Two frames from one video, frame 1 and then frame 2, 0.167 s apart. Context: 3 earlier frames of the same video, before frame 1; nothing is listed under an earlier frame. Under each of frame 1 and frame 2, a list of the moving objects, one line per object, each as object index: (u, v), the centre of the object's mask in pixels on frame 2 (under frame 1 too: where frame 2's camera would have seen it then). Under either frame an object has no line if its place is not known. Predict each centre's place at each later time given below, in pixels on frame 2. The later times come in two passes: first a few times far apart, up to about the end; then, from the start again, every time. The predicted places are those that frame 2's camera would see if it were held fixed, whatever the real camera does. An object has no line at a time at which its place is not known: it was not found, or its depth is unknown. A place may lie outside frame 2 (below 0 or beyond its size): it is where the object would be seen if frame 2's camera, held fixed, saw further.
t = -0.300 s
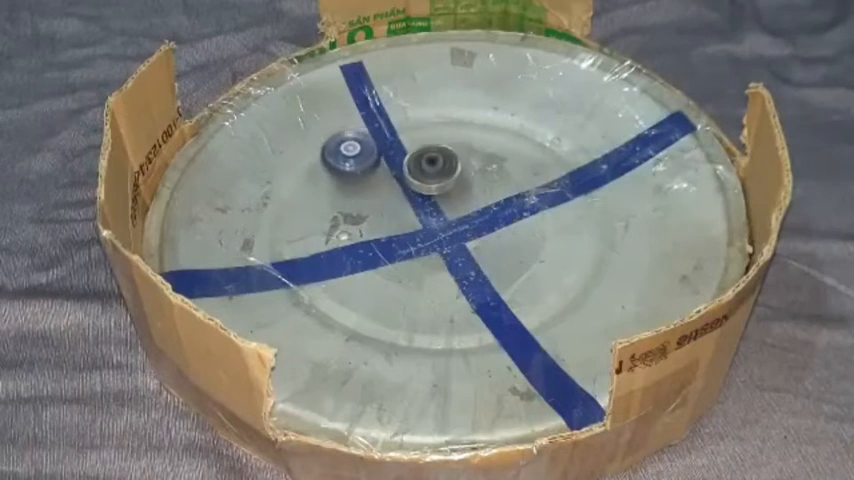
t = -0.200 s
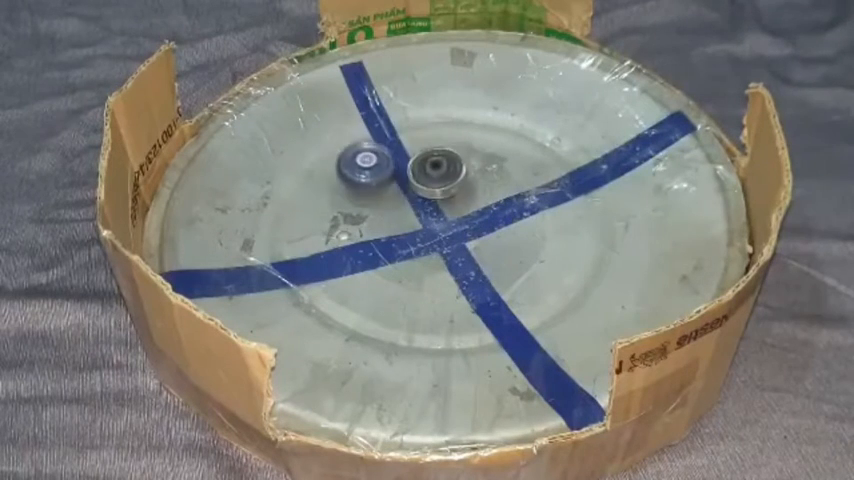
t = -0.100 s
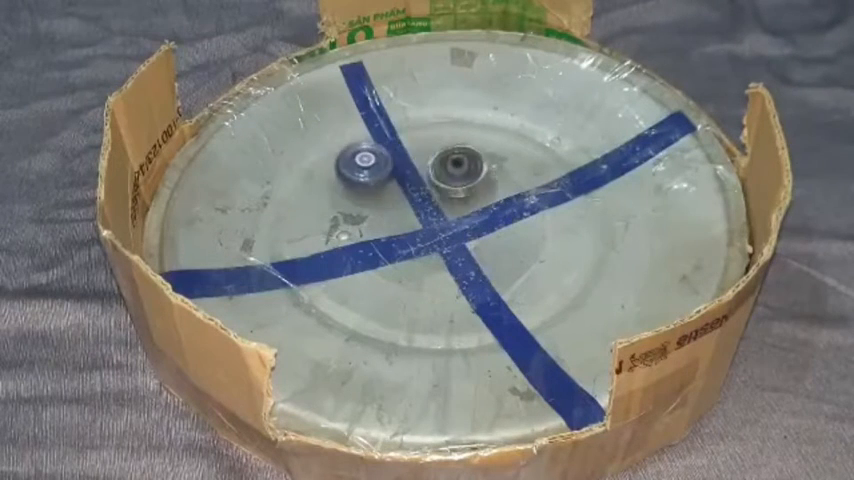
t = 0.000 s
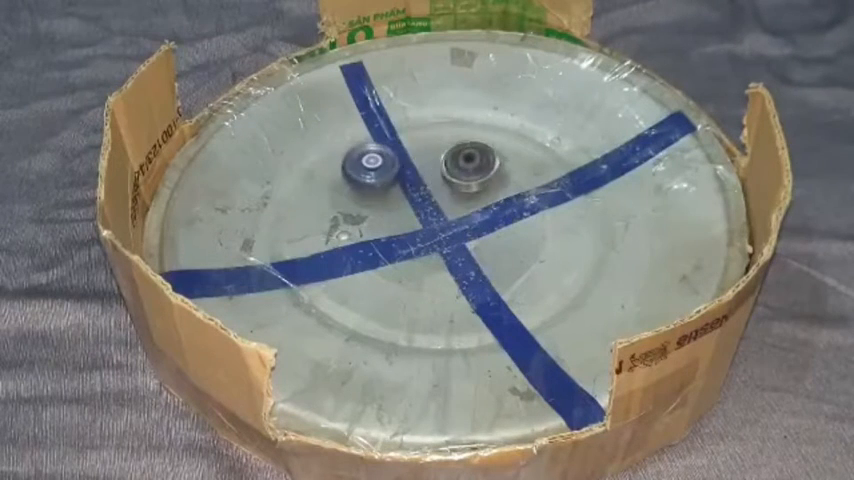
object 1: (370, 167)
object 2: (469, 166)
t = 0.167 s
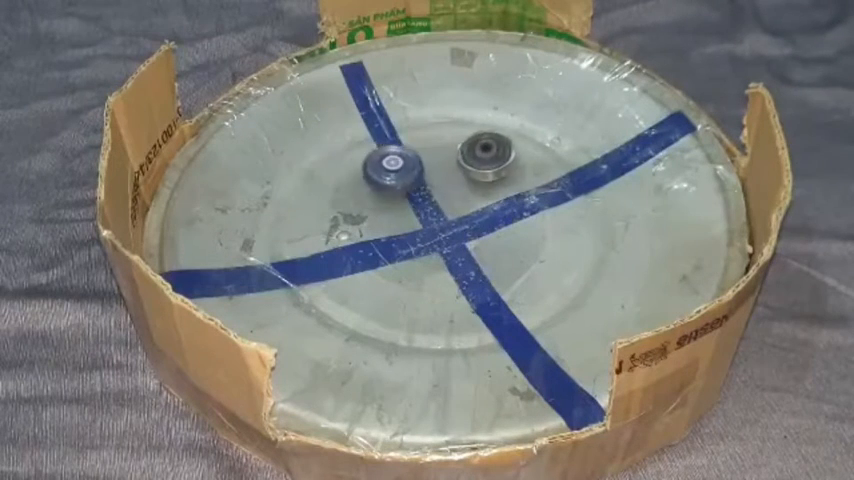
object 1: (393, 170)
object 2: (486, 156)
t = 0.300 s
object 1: (406, 166)
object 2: (502, 150)
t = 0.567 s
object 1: (416, 154)
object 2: (477, 134)
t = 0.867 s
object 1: (389, 174)
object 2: (433, 138)
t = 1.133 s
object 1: (421, 199)
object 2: (414, 151)
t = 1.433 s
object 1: (455, 240)
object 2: (386, 140)
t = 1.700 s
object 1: (454, 218)
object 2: (363, 152)
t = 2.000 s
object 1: (432, 197)
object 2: (364, 165)
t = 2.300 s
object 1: (461, 191)
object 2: (335, 157)
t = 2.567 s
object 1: (428, 172)
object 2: (348, 167)
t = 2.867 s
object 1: (442, 189)
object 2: (354, 156)
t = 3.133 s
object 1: (449, 194)
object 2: (368, 154)
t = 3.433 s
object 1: (444, 182)
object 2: (386, 137)
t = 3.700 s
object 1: (441, 190)
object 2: (397, 140)
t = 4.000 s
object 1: (433, 199)
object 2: (434, 140)
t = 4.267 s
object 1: (429, 193)
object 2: (463, 132)
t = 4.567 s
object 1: (418, 180)
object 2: (448, 136)
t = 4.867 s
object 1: (390, 169)
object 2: (456, 150)
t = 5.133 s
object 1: (374, 158)
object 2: (455, 152)
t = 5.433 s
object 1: (347, 158)
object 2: (444, 145)
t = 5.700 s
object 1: (336, 171)
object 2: (424, 149)
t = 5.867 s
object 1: (347, 175)
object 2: (422, 155)
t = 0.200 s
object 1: (397, 169)
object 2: (491, 155)
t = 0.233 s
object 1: (400, 168)
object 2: (494, 153)
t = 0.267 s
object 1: (403, 167)
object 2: (499, 152)
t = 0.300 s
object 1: (406, 166)
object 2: (502, 150)
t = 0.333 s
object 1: (408, 165)
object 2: (504, 147)
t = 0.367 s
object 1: (410, 163)
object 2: (505, 144)
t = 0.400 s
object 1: (412, 161)
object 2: (505, 141)
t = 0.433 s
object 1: (414, 158)
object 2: (501, 139)
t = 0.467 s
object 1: (415, 156)
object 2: (496, 137)
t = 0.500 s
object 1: (415, 153)
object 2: (489, 135)
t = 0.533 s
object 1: (416, 154)
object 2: (483, 135)
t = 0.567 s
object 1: (416, 154)
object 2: (477, 134)
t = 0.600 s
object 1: (404, 158)
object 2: (480, 130)
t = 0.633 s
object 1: (394, 159)
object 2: (476, 129)
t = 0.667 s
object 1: (387, 161)
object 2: (470, 129)
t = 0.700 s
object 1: (382, 162)
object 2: (462, 129)
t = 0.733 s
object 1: (377, 164)
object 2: (455, 130)
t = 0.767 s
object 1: (375, 166)
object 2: (448, 131)
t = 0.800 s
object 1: (378, 170)
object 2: (442, 133)
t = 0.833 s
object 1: (384, 172)
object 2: (438, 135)
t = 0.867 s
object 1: (389, 174)
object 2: (433, 138)
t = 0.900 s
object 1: (393, 176)
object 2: (430, 140)
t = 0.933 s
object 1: (392, 181)
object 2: (429, 140)
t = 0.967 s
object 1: (393, 187)
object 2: (427, 142)
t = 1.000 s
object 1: (397, 190)
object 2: (424, 144)
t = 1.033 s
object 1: (403, 195)
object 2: (421, 145)
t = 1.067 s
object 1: (410, 197)
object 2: (418, 146)
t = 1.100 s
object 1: (416, 199)
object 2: (415, 149)
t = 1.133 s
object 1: (421, 199)
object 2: (414, 151)
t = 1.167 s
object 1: (427, 200)
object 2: (411, 150)
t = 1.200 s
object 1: (433, 213)
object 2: (408, 141)
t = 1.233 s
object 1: (439, 223)
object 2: (405, 138)
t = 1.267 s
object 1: (442, 227)
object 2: (403, 136)
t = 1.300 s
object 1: (444, 230)
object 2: (400, 137)
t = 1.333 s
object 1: (446, 233)
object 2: (397, 138)
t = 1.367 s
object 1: (447, 237)
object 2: (394, 139)
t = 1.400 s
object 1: (450, 239)
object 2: (389, 140)
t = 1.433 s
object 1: (455, 240)
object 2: (386, 140)
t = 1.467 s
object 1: (459, 240)
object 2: (382, 140)
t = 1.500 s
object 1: (462, 238)
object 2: (377, 141)
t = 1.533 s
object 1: (463, 235)
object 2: (373, 142)
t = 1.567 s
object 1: (461, 232)
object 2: (371, 144)
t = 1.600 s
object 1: (459, 227)
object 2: (368, 146)
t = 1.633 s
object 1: (455, 223)
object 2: (366, 148)
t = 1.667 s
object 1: (454, 221)
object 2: (363, 150)
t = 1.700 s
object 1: (454, 218)
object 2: (363, 152)
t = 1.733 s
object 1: (452, 216)
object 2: (363, 155)
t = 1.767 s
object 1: (449, 215)
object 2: (363, 156)
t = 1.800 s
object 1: (446, 212)
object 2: (364, 158)
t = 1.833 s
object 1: (443, 208)
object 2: (365, 160)
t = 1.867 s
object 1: (441, 205)
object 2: (365, 160)
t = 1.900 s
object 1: (441, 204)
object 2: (363, 160)
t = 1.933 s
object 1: (439, 202)
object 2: (361, 161)
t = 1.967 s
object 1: (436, 199)
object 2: (362, 163)
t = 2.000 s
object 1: (432, 197)
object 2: (364, 165)
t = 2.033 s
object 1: (426, 195)
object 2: (367, 166)
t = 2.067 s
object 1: (424, 195)
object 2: (369, 166)
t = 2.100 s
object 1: (438, 204)
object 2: (359, 158)
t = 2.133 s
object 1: (447, 206)
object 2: (353, 154)
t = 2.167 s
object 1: (453, 207)
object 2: (349, 152)
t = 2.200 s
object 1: (459, 204)
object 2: (345, 153)
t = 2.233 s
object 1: (462, 200)
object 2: (341, 154)
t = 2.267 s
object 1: (462, 196)
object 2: (338, 155)
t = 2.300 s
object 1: (461, 191)
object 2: (335, 157)
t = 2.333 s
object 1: (460, 181)
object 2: (333, 158)
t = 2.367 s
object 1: (457, 179)
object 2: (332, 160)
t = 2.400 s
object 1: (453, 177)
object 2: (332, 162)
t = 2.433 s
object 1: (448, 174)
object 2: (334, 162)
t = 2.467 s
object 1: (445, 174)
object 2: (336, 164)
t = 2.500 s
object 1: (439, 171)
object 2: (339, 165)
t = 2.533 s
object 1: (435, 171)
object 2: (343, 166)
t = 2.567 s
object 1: (428, 172)
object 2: (348, 167)
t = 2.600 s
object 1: (420, 175)
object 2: (353, 168)
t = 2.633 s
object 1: (423, 180)
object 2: (351, 166)
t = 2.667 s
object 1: (431, 185)
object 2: (348, 164)
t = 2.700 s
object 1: (435, 185)
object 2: (348, 163)
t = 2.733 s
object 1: (437, 187)
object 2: (349, 162)
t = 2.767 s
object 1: (440, 189)
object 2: (351, 160)
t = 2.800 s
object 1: (443, 190)
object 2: (352, 158)
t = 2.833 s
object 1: (442, 190)
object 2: (352, 157)
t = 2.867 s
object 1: (442, 189)
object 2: (354, 156)
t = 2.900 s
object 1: (442, 190)
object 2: (355, 156)
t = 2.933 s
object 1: (442, 189)
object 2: (355, 155)
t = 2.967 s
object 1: (442, 189)
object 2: (356, 154)
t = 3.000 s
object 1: (442, 189)
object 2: (358, 154)
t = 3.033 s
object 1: (441, 190)
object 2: (360, 155)
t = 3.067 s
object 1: (443, 191)
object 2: (363, 155)
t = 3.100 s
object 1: (445, 194)
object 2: (365, 155)
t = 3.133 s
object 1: (449, 194)
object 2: (368, 154)
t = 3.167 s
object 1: (451, 193)
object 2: (372, 154)
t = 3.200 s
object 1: (450, 190)
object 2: (375, 153)
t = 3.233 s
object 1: (449, 187)
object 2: (380, 153)
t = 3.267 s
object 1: (445, 181)
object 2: (383, 152)
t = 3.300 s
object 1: (442, 177)
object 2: (386, 150)
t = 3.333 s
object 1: (441, 177)
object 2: (387, 146)
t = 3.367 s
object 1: (444, 180)
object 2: (385, 140)
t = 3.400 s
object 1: (445, 181)
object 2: (385, 138)
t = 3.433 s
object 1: (444, 182)
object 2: (386, 137)
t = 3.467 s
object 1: (443, 182)
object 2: (386, 137)
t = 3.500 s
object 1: (443, 185)
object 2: (388, 136)
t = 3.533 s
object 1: (441, 186)
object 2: (389, 137)
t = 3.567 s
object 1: (442, 187)
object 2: (389, 137)
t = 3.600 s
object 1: (443, 189)
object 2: (390, 137)
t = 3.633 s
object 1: (442, 188)
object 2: (391, 138)
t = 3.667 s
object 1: (442, 188)
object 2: (394, 139)
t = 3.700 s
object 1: (441, 190)
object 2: (397, 140)
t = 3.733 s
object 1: (440, 191)
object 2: (400, 141)
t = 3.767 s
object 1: (439, 192)
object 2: (404, 141)
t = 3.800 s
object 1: (437, 193)
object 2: (408, 142)
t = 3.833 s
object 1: (435, 194)
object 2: (413, 144)
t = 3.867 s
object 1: (433, 195)
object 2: (417, 144)
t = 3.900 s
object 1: (432, 196)
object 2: (422, 143)
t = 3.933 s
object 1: (432, 196)
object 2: (426, 142)
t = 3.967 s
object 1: (432, 198)
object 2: (430, 141)
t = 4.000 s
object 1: (433, 199)
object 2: (434, 140)
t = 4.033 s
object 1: (435, 199)
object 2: (438, 139)
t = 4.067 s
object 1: (438, 200)
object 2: (443, 138)
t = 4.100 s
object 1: (439, 199)
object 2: (447, 139)
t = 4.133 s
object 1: (439, 198)
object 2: (451, 138)
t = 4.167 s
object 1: (438, 197)
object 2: (455, 137)
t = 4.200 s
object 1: (437, 195)
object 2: (459, 135)
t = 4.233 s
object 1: (434, 194)
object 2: (461, 134)
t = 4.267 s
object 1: (429, 193)
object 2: (463, 132)
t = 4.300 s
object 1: (427, 191)
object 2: (463, 131)
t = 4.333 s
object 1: (427, 190)
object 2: (461, 129)
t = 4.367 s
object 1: (425, 190)
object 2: (460, 129)
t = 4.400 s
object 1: (424, 190)
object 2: (458, 129)
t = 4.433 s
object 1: (425, 188)
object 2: (455, 130)
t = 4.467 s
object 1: (425, 186)
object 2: (452, 130)
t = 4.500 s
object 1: (423, 185)
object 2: (450, 132)
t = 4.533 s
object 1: (421, 182)
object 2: (449, 134)
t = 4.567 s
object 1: (418, 180)
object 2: (448, 136)
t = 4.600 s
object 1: (413, 178)
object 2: (449, 138)
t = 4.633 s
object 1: (410, 177)
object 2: (451, 141)
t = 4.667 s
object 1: (405, 176)
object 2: (453, 144)
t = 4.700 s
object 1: (401, 174)
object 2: (455, 145)
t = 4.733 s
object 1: (395, 172)
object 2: (456, 147)
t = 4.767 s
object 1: (392, 171)
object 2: (456, 148)
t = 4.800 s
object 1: (392, 170)
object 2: (456, 148)
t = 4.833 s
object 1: (391, 170)
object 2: (456, 149)
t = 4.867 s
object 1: (390, 169)
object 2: (456, 150)
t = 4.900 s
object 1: (389, 168)
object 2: (456, 151)
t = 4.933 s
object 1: (388, 166)
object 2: (456, 152)
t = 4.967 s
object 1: (386, 164)
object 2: (457, 153)
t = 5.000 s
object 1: (385, 163)
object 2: (457, 153)
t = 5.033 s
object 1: (382, 161)
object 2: (457, 152)
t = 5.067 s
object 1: (379, 160)
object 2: (457, 151)
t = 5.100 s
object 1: (376, 159)
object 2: (456, 151)
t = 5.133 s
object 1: (374, 158)
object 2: (455, 152)
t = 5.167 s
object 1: (374, 159)
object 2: (453, 153)
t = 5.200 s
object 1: (375, 159)
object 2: (450, 152)
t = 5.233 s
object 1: (375, 159)
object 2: (447, 151)
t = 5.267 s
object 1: (375, 158)
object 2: (444, 151)
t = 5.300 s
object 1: (375, 158)
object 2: (440, 150)
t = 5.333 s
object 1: (368, 157)
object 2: (441, 150)
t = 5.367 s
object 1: (357, 157)
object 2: (445, 149)
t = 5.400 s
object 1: (351, 157)
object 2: (445, 147)
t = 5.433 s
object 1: (347, 158)
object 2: (444, 145)
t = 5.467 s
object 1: (342, 159)
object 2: (443, 144)
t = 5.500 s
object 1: (338, 161)
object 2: (442, 144)
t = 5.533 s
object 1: (335, 163)
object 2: (440, 144)
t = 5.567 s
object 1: (332, 165)
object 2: (438, 144)
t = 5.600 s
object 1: (330, 166)
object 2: (435, 145)
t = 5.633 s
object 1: (331, 167)
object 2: (431, 146)
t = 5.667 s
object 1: (333, 170)
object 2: (427, 147)
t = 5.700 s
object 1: (336, 171)
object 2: (424, 149)
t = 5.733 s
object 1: (339, 173)
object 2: (421, 150)
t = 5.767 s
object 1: (343, 174)
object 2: (418, 151)
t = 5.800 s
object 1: (348, 175)
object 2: (417, 152)
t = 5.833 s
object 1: (353, 175)
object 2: (415, 155)
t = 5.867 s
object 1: (347, 175)
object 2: (422, 155)
